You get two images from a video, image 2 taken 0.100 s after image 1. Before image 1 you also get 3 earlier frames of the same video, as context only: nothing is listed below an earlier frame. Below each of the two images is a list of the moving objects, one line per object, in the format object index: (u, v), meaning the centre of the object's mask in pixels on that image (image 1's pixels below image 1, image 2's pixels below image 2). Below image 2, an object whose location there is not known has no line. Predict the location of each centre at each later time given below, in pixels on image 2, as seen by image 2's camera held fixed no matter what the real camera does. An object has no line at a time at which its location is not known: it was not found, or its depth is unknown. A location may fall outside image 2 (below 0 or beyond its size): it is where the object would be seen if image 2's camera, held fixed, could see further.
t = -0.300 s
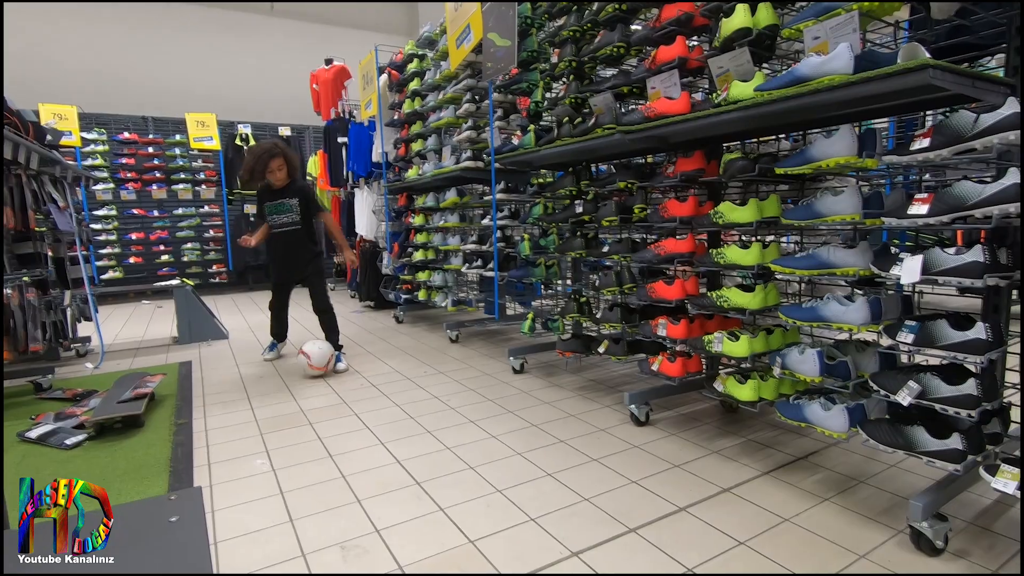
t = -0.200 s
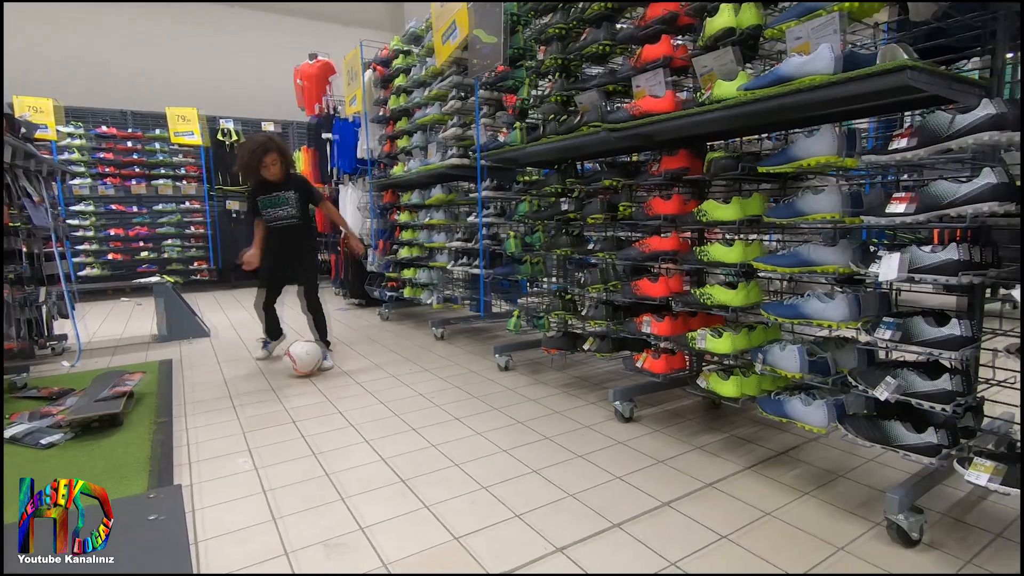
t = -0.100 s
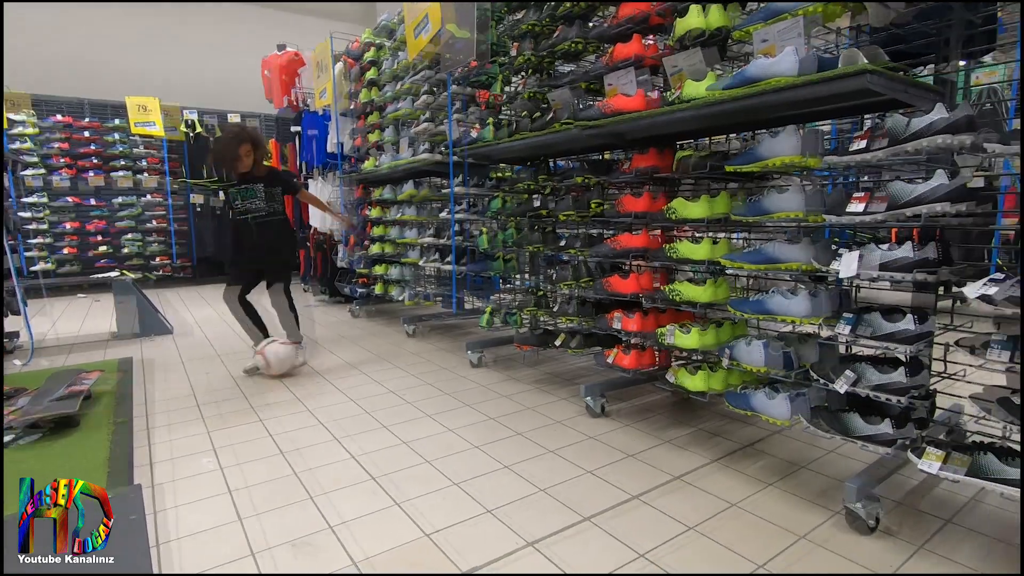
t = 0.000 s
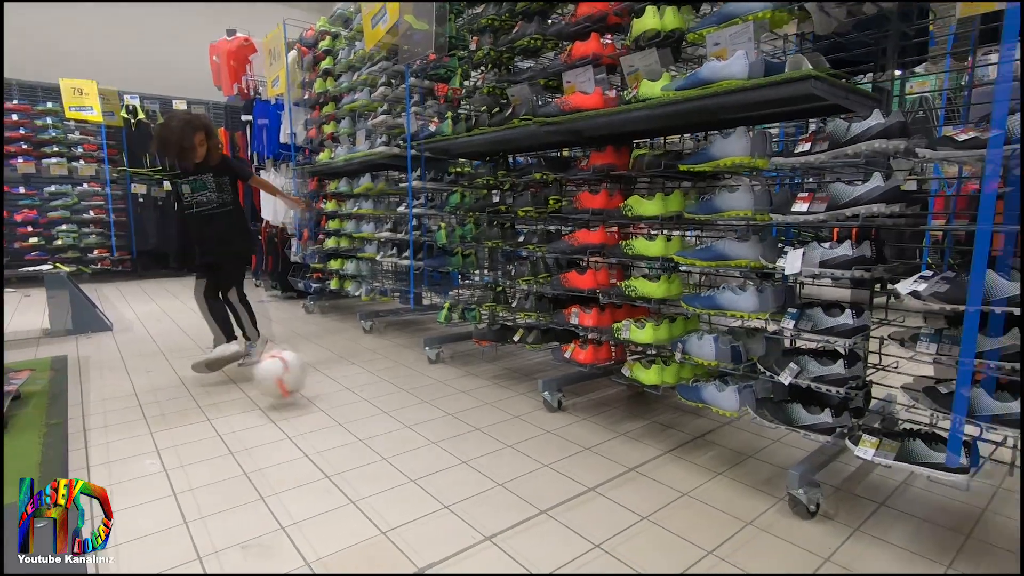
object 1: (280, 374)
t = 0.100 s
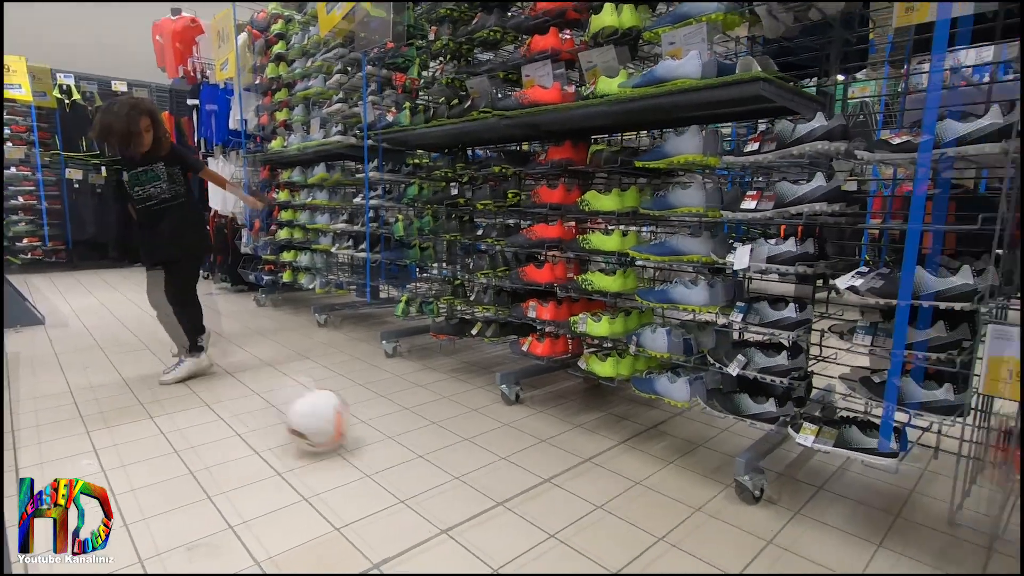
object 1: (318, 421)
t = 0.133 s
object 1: (355, 430)
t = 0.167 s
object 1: (394, 445)
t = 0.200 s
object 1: (441, 470)
